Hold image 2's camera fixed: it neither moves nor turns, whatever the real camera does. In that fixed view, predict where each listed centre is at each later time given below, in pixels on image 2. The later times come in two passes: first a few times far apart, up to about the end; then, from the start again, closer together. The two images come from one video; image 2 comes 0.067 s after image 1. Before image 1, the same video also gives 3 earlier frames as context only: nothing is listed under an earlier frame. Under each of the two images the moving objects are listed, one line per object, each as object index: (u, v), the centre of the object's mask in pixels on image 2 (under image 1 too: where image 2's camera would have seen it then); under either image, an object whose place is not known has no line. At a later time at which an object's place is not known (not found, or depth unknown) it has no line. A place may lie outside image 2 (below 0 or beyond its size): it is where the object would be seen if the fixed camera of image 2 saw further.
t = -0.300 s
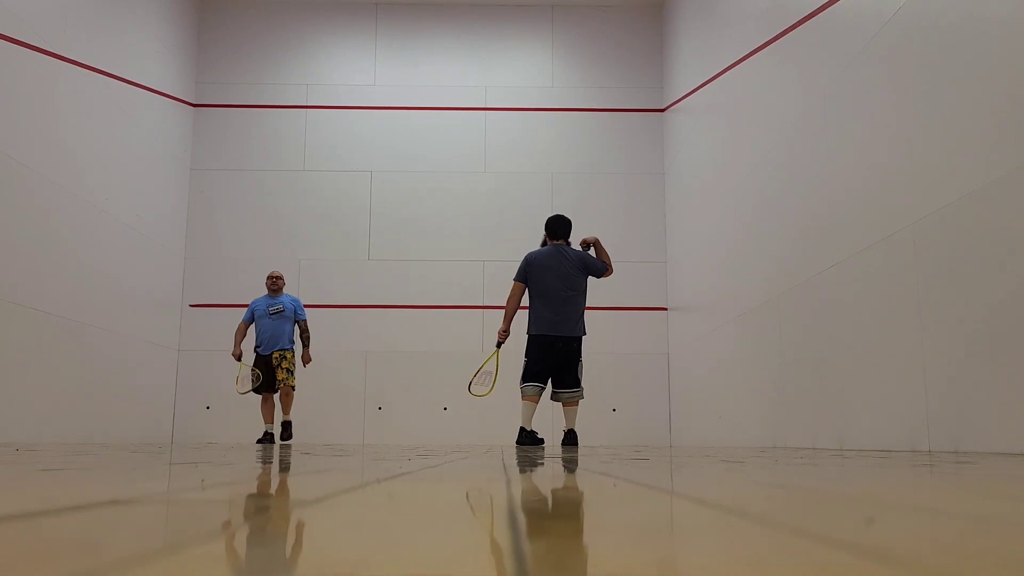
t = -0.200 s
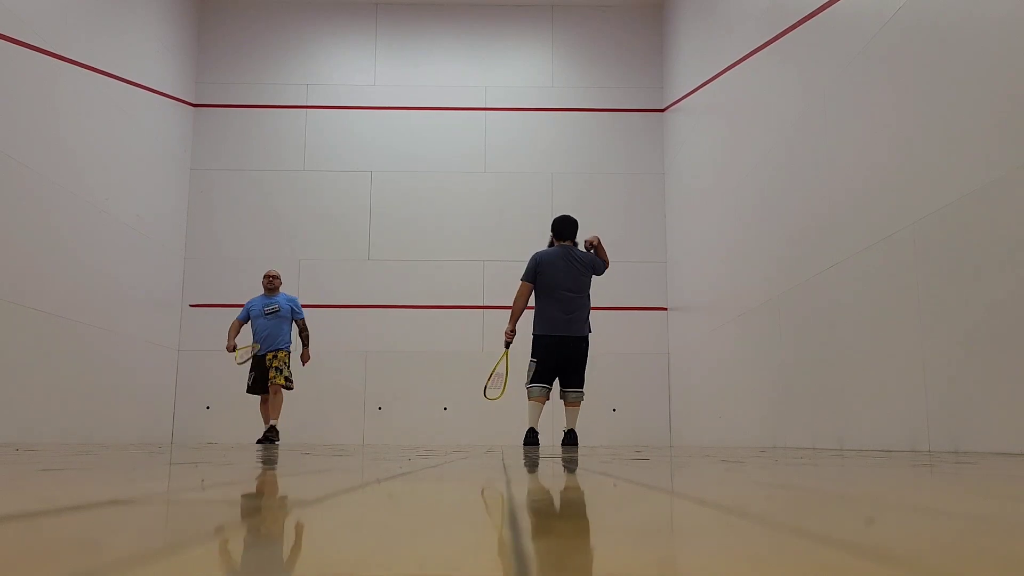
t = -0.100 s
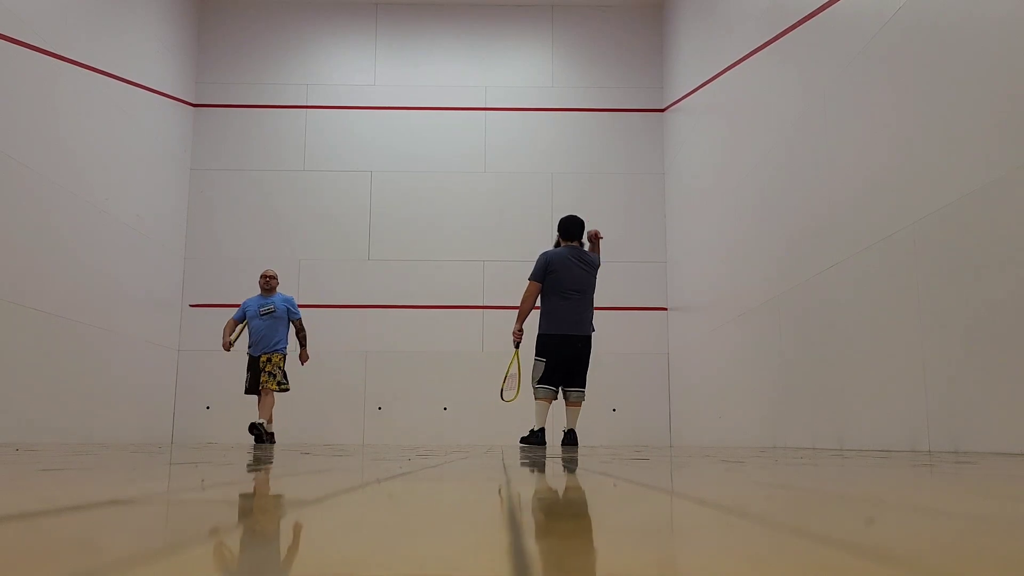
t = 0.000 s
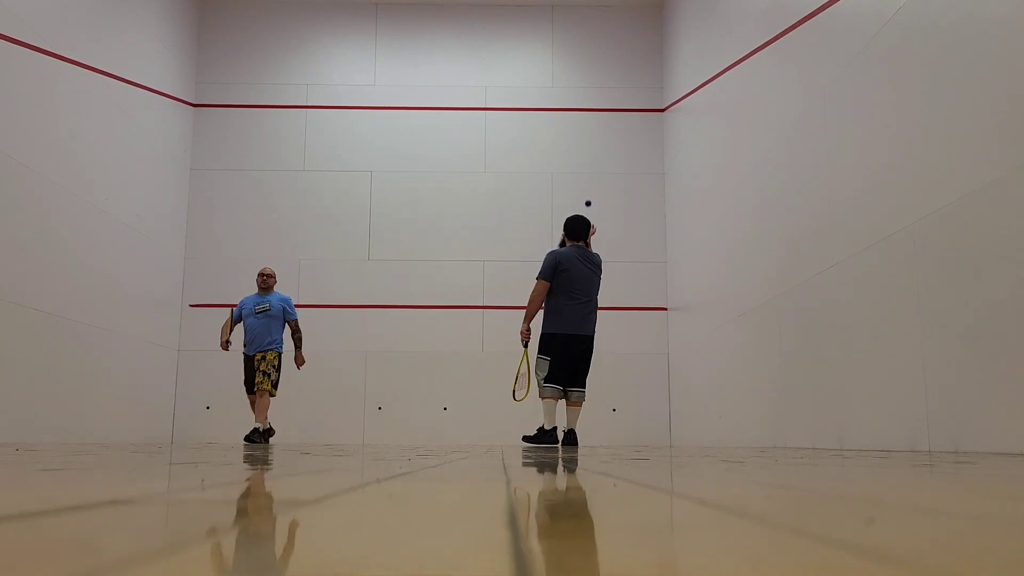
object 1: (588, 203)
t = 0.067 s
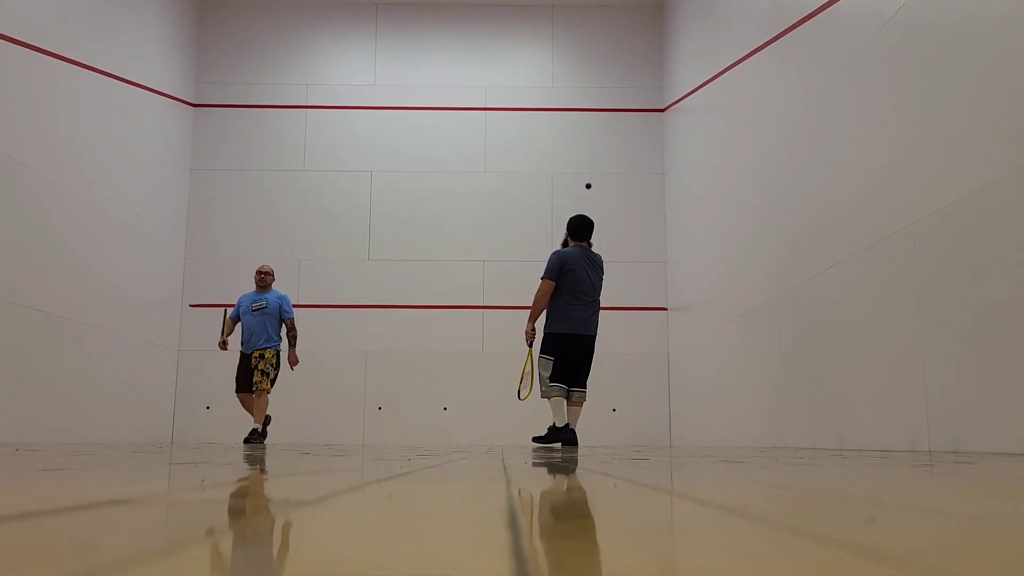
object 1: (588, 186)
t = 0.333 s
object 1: (589, 171)
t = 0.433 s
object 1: (590, 183)
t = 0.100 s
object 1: (588, 180)
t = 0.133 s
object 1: (588, 175)
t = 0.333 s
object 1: (589, 171)
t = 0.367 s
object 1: (589, 174)
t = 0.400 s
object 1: (589, 178)
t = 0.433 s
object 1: (590, 183)
